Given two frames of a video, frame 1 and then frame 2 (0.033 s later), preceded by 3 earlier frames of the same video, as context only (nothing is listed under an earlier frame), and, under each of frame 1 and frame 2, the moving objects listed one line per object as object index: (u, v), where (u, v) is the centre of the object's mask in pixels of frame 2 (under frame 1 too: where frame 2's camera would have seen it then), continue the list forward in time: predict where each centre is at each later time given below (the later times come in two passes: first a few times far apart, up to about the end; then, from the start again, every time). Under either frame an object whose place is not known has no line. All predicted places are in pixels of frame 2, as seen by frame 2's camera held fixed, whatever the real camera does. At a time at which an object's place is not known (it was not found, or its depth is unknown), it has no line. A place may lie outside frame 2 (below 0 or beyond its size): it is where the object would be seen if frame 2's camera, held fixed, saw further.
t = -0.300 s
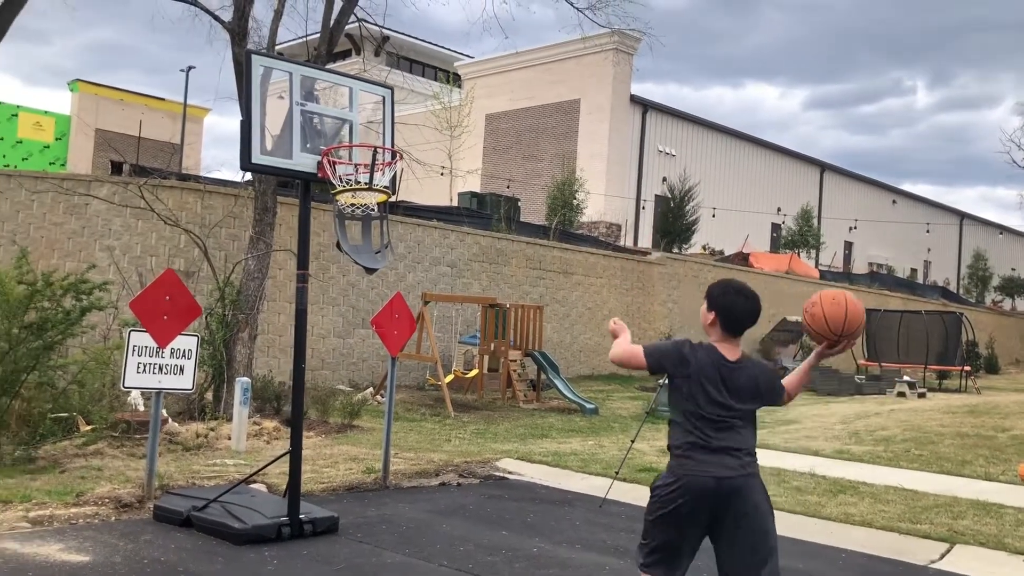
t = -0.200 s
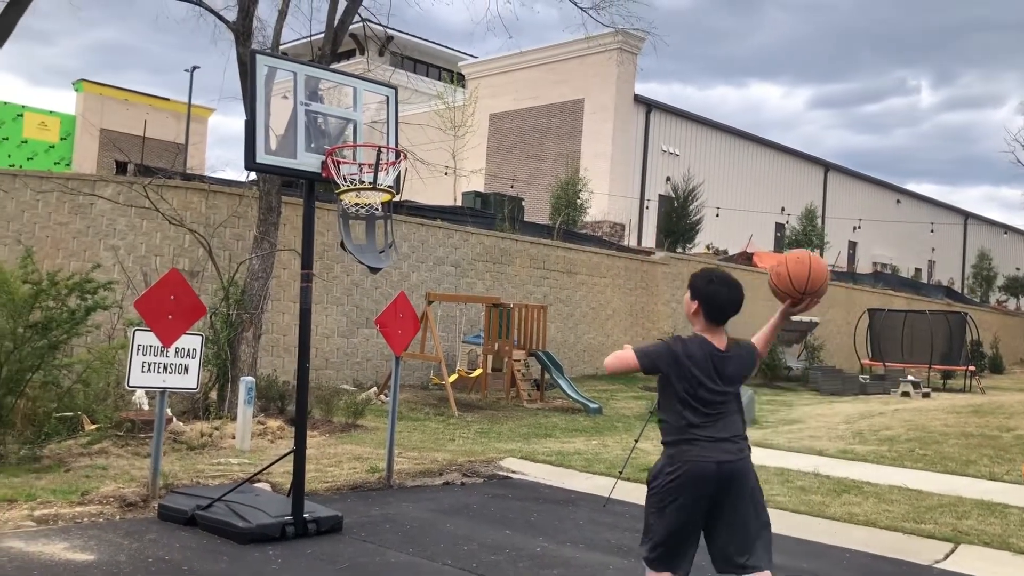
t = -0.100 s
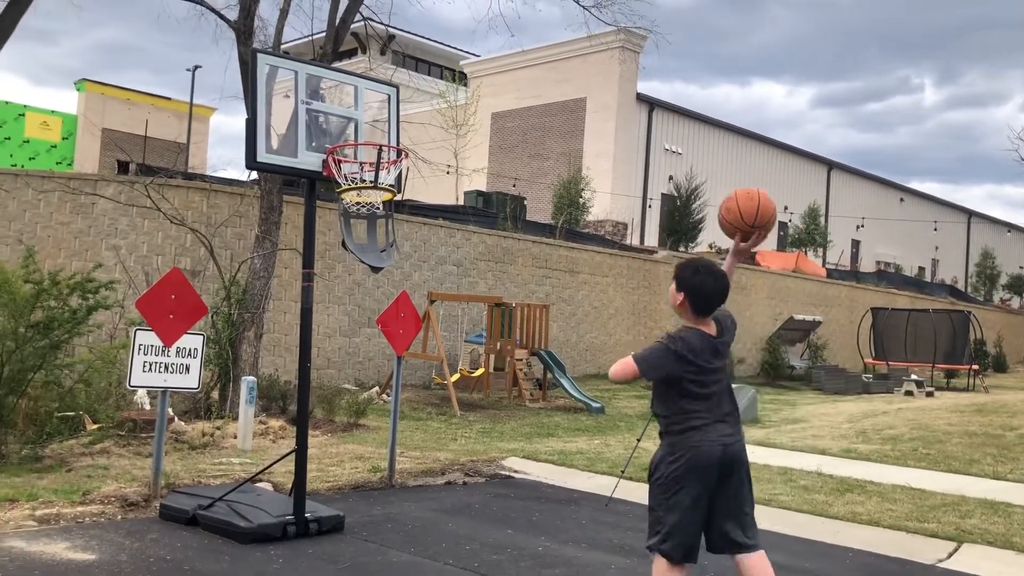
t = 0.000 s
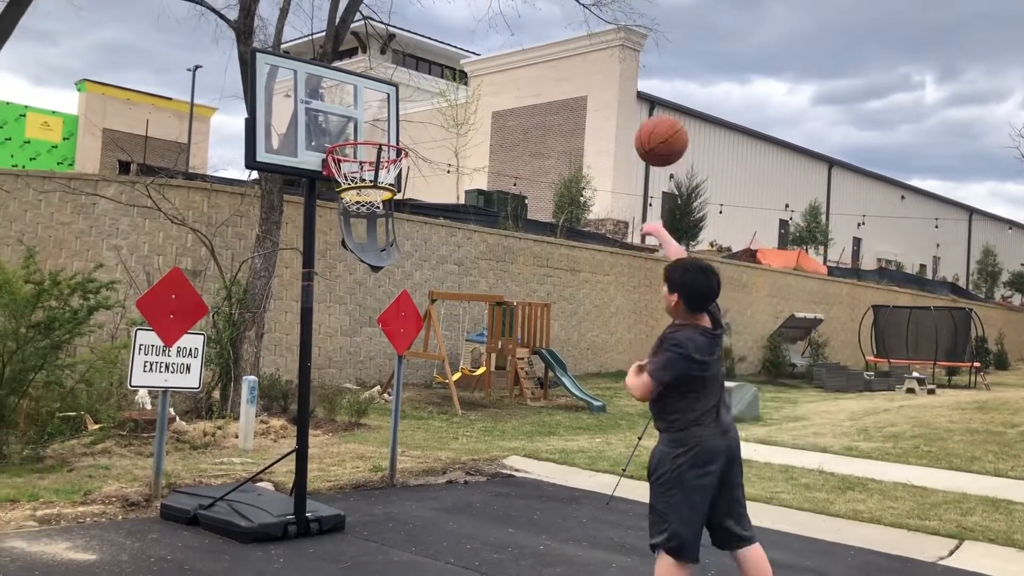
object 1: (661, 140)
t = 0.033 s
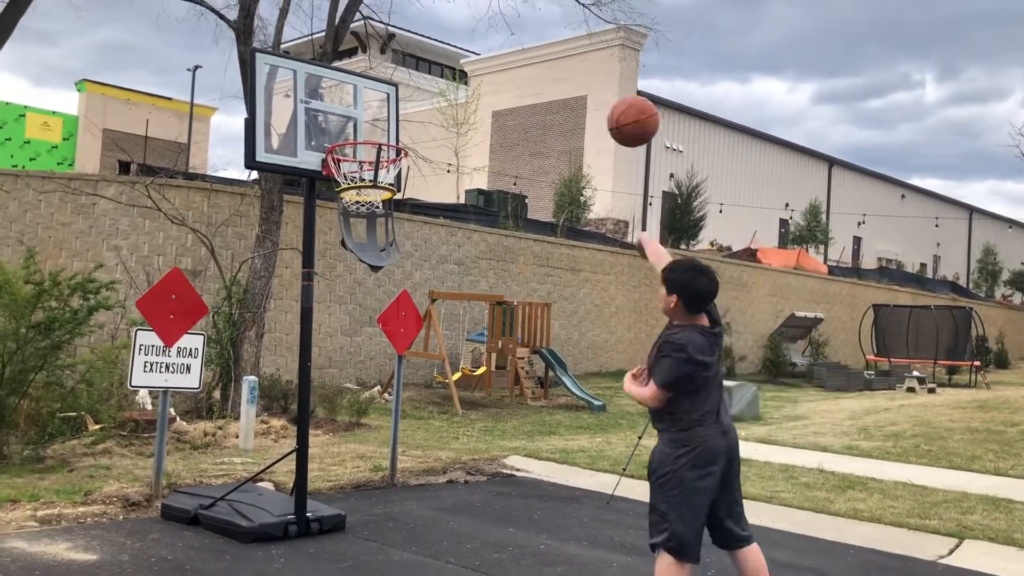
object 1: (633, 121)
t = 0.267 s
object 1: (467, 67)
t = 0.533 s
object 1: (335, 118)
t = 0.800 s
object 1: (386, 165)
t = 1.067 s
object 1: (352, 190)
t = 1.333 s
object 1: (364, 224)
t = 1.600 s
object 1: (385, 255)
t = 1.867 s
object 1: (405, 348)
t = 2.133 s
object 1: (417, 551)
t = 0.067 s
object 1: (607, 106)
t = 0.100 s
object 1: (581, 93)
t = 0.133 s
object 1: (556, 83)
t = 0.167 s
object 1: (533, 76)
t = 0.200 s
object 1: (510, 71)
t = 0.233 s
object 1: (489, 68)
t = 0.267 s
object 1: (467, 67)
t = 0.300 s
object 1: (447, 69)
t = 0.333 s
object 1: (427, 71)
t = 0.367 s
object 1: (408, 76)
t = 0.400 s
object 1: (389, 82)
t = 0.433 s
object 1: (371, 91)
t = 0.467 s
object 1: (353, 100)
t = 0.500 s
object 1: (336, 111)
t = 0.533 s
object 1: (335, 118)
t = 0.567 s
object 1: (340, 125)
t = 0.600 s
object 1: (345, 130)
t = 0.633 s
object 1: (355, 140)
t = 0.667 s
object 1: (368, 145)
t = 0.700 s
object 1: (374, 149)
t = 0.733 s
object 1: (381, 155)
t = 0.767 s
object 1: (387, 161)
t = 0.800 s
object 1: (386, 165)
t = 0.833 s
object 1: (384, 170)
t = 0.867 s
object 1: (377, 173)
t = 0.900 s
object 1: (375, 172)
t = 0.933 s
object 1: (367, 172)
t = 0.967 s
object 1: (365, 172)
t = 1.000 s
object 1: (361, 172)
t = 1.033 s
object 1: (357, 172)
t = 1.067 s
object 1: (352, 190)
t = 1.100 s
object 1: (353, 192)
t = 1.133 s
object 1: (354, 193)
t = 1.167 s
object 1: (351, 201)
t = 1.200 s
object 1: (355, 206)
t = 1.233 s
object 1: (359, 208)
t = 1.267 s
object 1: (359, 212)
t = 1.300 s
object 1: (361, 218)
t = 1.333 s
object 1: (364, 224)
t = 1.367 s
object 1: (366, 235)
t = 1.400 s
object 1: (368, 242)
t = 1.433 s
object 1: (370, 248)
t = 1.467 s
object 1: (373, 252)
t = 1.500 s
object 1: (376, 253)
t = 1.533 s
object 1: (378, 252)
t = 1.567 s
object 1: (382, 252)
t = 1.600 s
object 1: (385, 255)
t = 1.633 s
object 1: (388, 259)
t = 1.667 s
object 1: (391, 266)
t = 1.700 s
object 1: (393, 274)
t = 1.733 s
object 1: (395, 285)
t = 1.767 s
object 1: (400, 296)
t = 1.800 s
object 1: (402, 311)
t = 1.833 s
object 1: (403, 329)
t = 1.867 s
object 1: (405, 348)
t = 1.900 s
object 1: (407, 369)
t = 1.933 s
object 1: (409, 392)
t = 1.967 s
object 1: (410, 418)
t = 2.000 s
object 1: (412, 447)
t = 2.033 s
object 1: (412, 478)
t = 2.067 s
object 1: (414, 513)
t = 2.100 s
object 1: (415, 549)
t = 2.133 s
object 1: (417, 551)
